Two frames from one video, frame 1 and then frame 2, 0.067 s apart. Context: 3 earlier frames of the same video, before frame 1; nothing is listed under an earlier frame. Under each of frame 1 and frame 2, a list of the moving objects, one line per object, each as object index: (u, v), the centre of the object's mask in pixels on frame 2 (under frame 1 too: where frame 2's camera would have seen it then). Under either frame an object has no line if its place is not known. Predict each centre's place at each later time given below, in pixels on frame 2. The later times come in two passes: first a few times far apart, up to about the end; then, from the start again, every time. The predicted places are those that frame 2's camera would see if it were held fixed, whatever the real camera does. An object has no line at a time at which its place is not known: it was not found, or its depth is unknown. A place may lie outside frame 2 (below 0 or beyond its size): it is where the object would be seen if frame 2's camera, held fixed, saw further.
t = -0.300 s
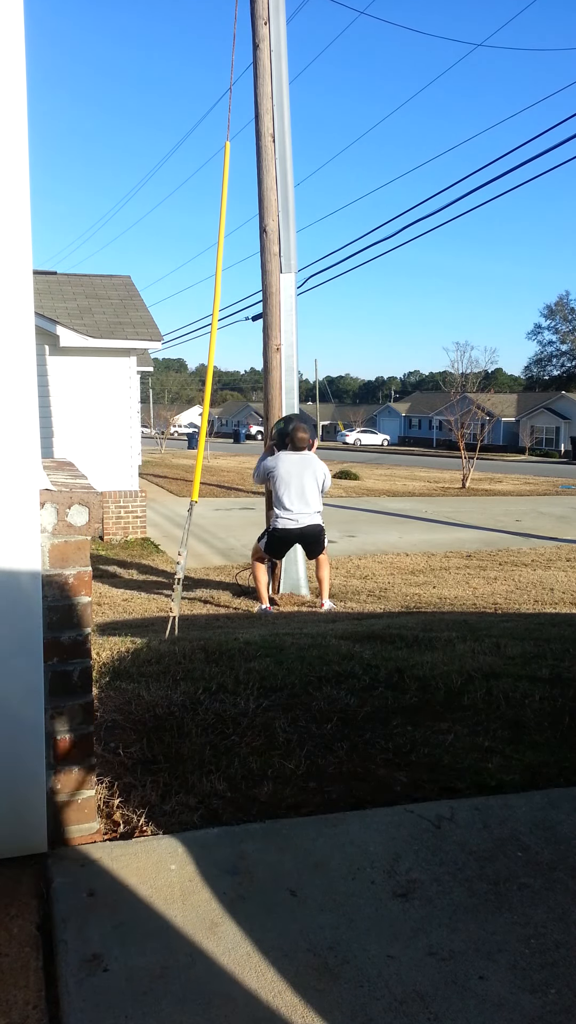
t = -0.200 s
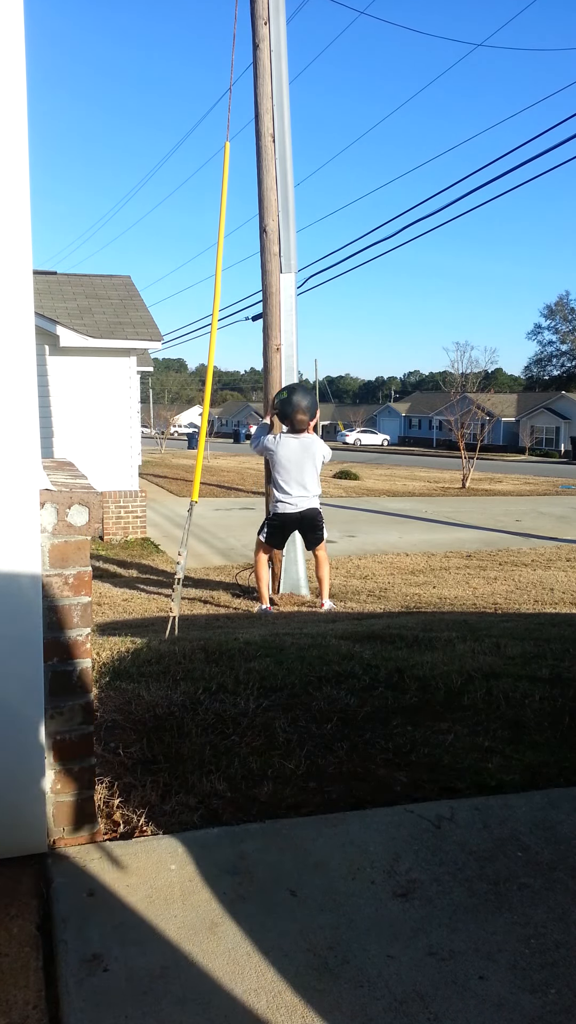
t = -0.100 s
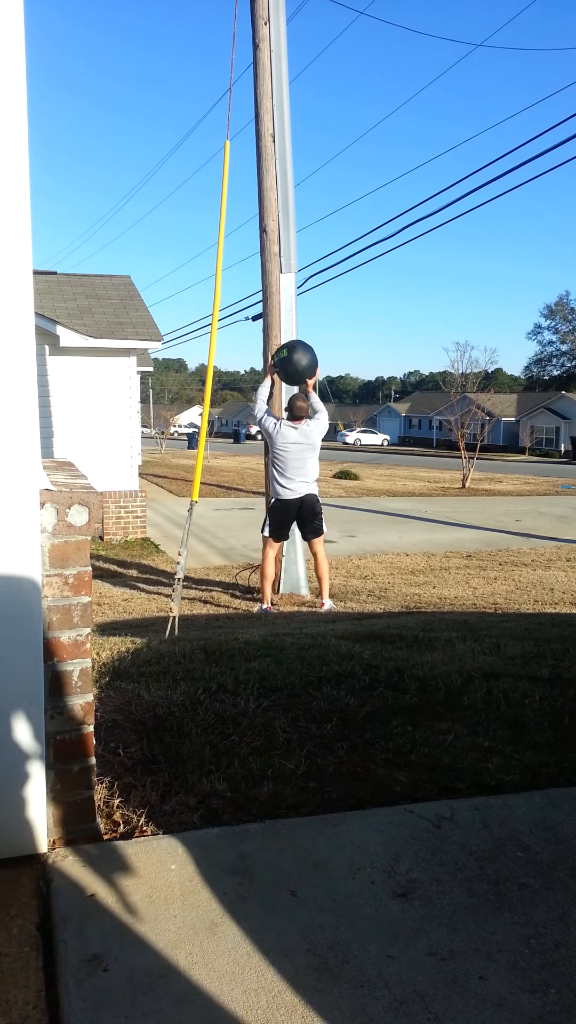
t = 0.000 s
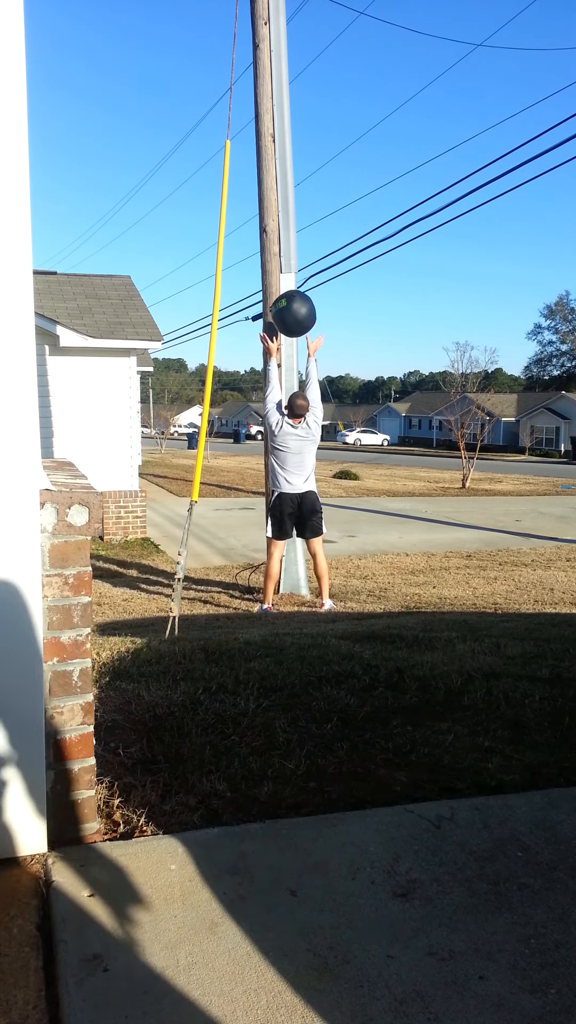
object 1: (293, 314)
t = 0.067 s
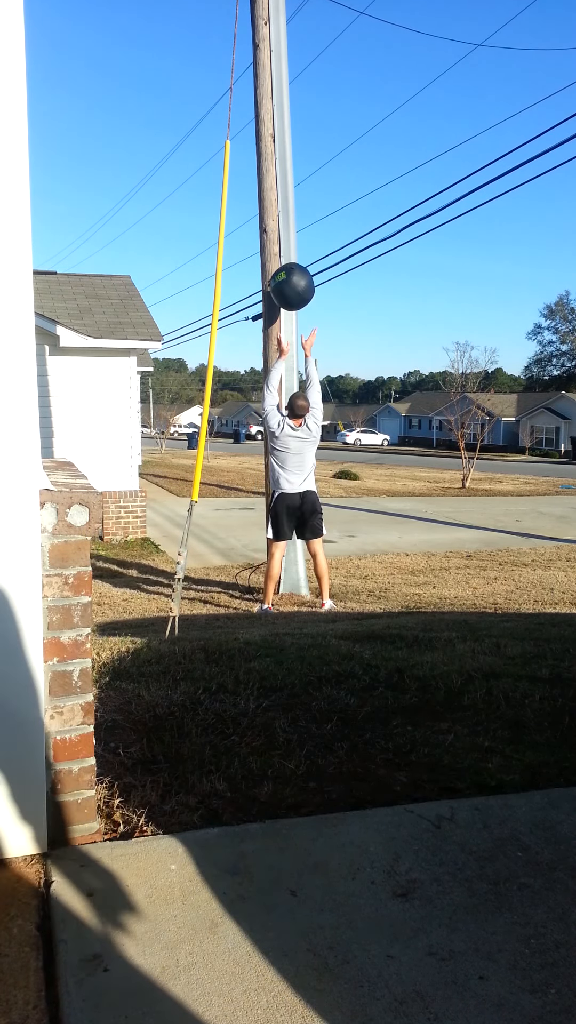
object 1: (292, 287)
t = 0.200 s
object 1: (289, 250)
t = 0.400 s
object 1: (285, 239)
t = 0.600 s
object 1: (289, 267)
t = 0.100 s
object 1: (291, 275)
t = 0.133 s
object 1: (290, 266)
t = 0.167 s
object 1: (289, 257)
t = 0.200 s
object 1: (289, 250)
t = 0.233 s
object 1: (288, 245)
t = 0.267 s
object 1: (287, 241)
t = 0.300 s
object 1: (286, 238)
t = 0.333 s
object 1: (286, 237)
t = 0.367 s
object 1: (285, 238)
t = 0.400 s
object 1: (285, 239)
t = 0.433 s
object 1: (285, 240)
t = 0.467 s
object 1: (286, 242)
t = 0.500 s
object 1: (287, 246)
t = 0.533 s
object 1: (288, 252)
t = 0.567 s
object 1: (288, 259)
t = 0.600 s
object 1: (289, 267)
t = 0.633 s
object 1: (290, 277)
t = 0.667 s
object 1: (291, 288)
